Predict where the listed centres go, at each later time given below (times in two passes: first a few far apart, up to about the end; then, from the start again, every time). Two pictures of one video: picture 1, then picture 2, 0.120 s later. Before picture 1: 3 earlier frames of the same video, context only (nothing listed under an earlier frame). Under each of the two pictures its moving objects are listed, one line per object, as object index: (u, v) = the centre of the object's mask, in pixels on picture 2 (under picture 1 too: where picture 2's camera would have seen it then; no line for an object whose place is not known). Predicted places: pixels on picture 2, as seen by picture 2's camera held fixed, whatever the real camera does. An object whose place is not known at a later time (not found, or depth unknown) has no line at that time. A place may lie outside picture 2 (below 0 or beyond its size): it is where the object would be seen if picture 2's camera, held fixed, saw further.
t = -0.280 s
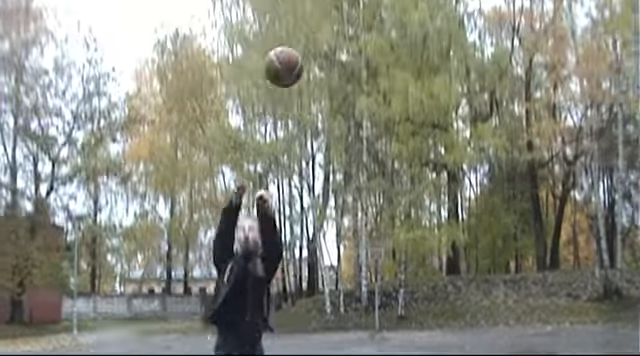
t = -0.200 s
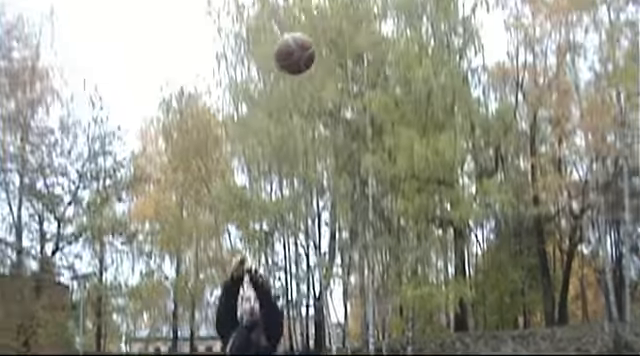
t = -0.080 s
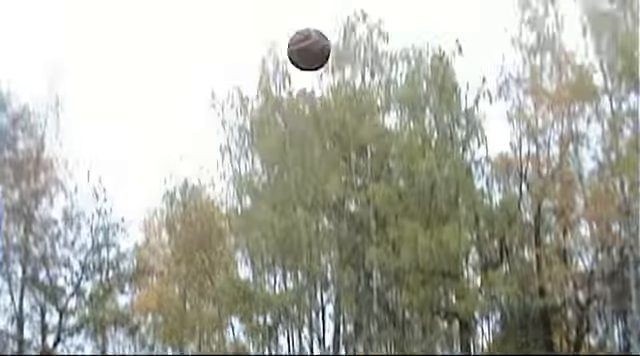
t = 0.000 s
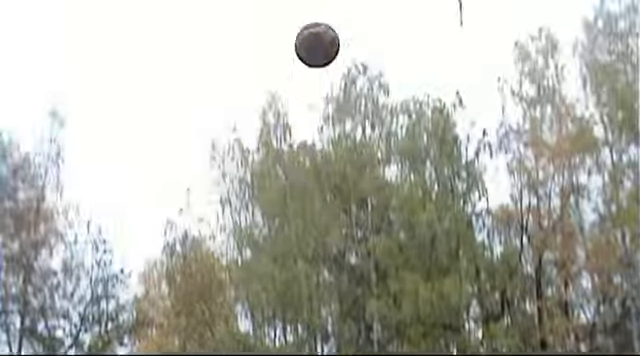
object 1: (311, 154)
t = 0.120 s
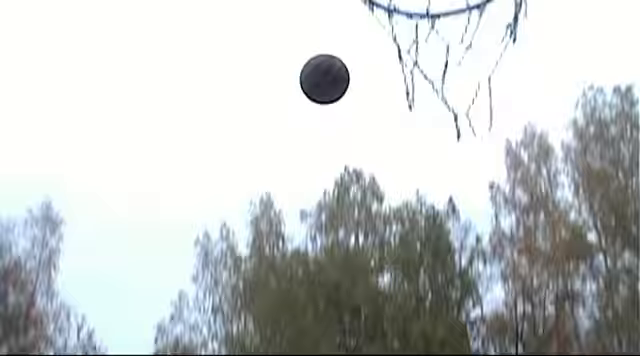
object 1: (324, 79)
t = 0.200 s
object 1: (335, 36)
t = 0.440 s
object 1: (388, -55)
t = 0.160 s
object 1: (329, 57)
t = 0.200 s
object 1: (335, 36)
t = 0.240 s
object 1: (340, 18)
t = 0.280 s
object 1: (346, 0)
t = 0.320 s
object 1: (356, -16)
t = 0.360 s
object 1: (365, -30)
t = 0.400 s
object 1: (375, -44)
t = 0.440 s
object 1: (388, -55)
